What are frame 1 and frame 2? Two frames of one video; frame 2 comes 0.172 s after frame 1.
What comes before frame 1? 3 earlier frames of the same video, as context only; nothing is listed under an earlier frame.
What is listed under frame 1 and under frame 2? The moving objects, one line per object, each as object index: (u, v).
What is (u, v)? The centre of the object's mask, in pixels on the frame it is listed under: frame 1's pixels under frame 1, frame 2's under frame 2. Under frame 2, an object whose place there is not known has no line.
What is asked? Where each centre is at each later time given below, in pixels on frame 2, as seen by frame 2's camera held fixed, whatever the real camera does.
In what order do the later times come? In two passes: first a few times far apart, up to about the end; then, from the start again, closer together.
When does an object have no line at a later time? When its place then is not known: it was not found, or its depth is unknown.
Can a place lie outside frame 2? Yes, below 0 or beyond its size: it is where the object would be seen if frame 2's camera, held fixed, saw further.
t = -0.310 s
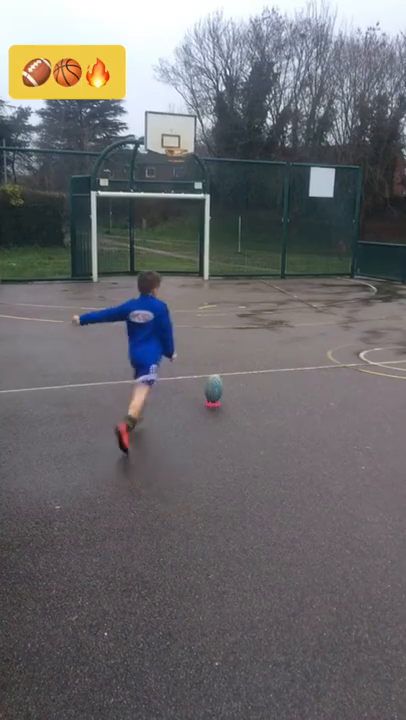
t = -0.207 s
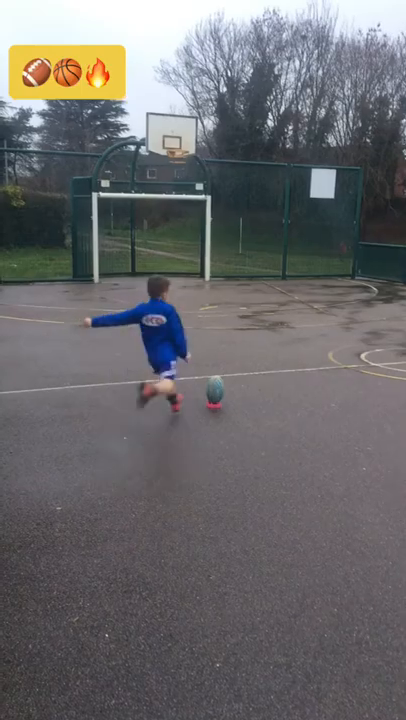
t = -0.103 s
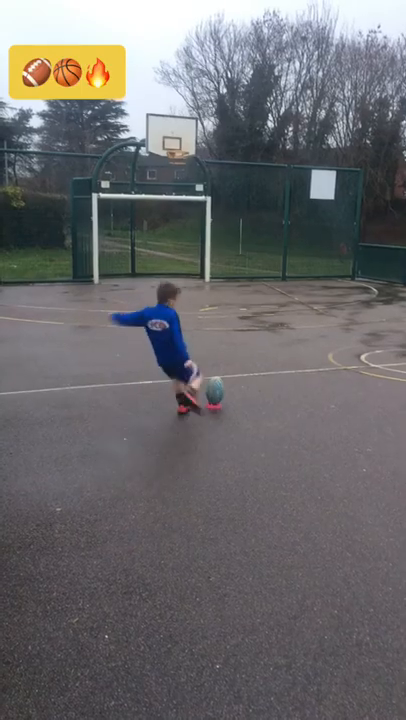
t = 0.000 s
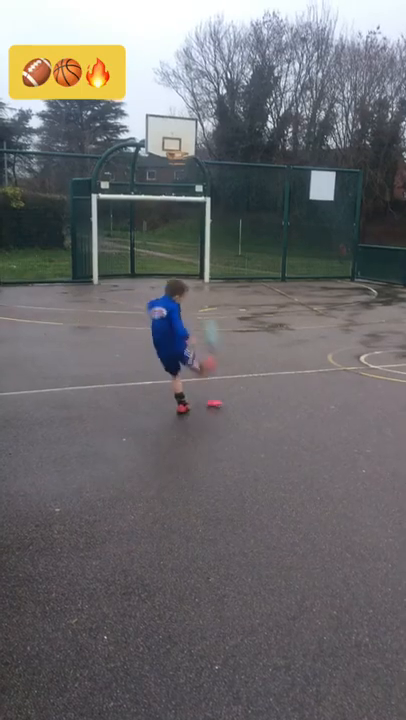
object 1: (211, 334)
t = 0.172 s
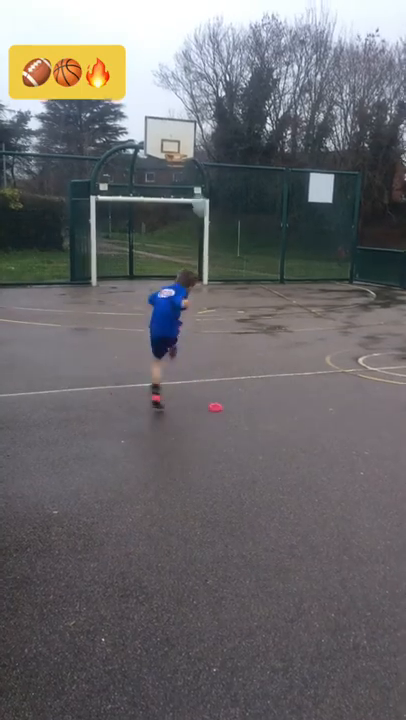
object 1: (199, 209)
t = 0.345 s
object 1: (191, 136)
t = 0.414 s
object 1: (189, 120)
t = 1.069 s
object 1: (170, 121)
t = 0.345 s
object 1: (191, 136)
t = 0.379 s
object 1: (190, 128)
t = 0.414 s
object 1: (189, 120)
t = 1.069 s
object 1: (170, 121)
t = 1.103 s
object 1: (169, 128)
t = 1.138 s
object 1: (167, 135)
